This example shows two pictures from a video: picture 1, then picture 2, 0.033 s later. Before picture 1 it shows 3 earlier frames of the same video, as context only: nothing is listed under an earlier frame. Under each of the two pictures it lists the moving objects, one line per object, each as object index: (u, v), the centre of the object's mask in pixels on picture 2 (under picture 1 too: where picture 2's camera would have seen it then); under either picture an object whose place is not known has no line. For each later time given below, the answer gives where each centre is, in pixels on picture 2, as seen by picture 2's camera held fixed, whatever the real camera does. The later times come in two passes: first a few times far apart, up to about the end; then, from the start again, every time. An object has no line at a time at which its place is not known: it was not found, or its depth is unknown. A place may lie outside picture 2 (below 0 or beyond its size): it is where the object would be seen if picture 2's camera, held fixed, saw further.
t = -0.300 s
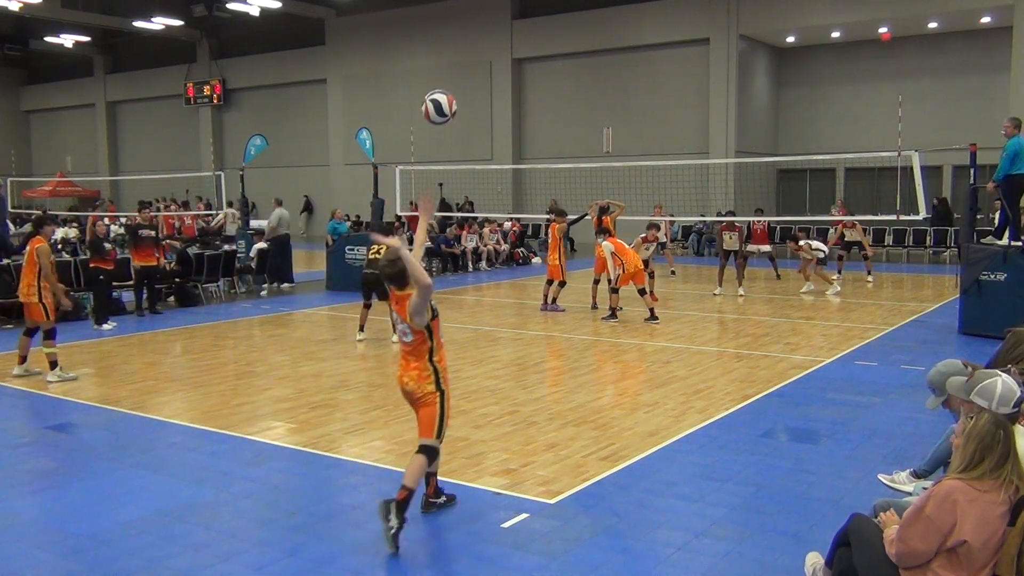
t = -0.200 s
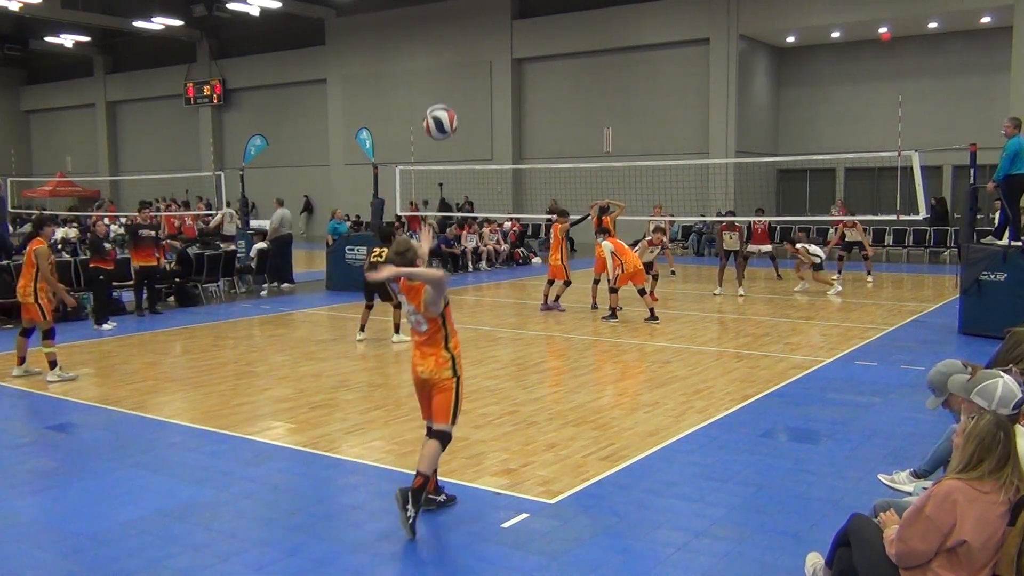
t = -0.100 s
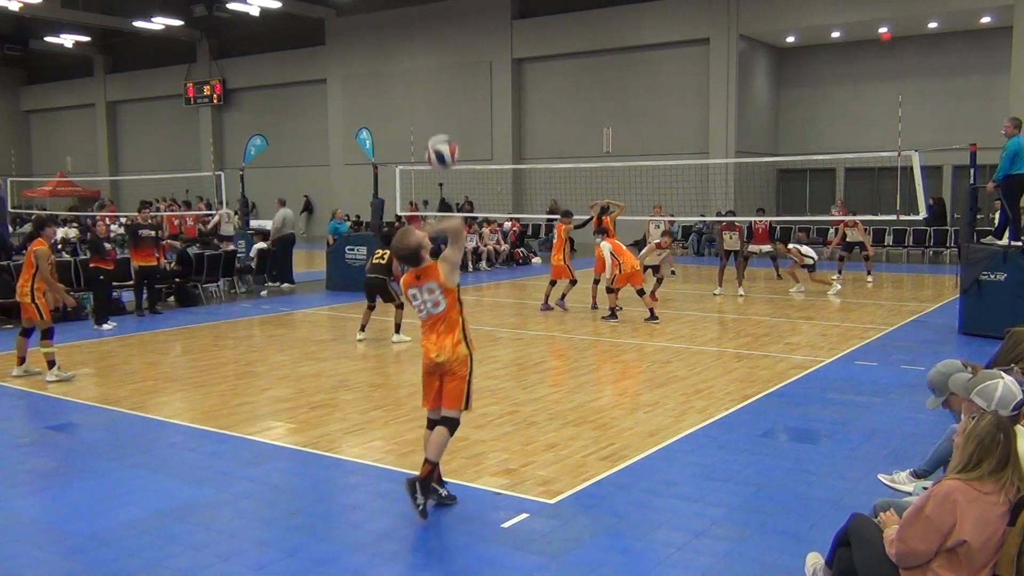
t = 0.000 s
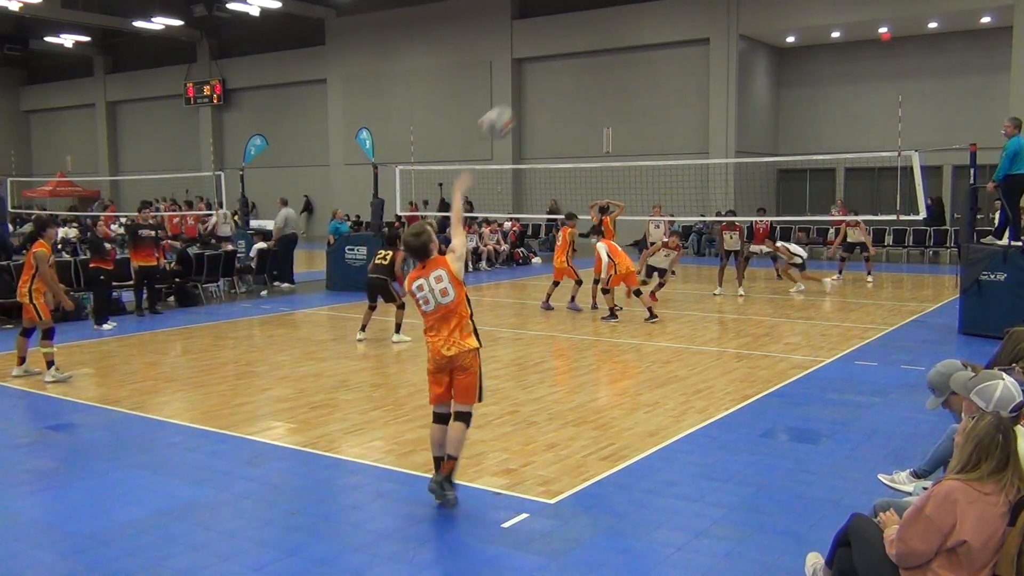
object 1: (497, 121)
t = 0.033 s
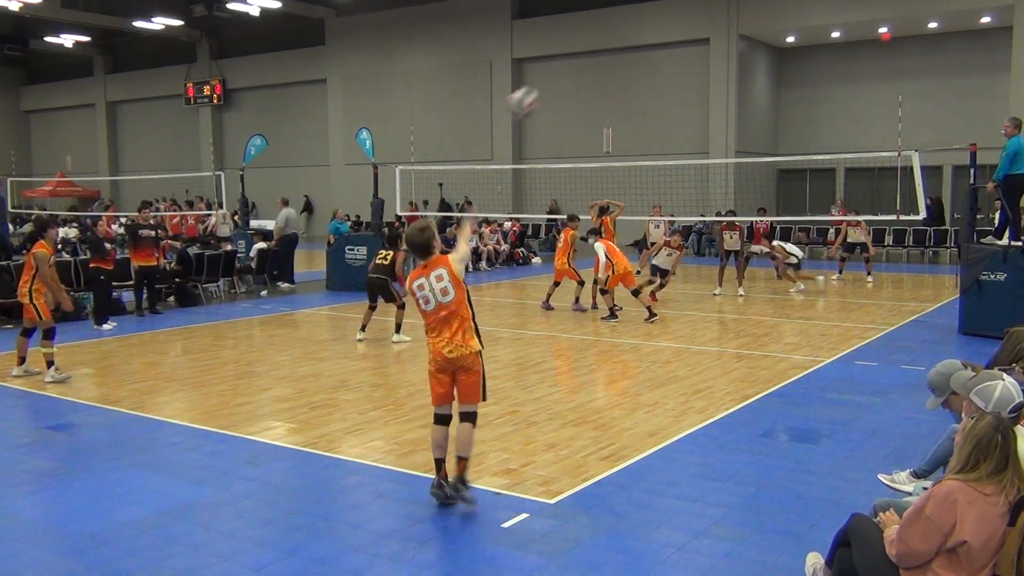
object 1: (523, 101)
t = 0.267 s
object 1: (639, 40)
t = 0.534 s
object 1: (706, 56)
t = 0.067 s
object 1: (546, 85)
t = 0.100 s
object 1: (565, 71)
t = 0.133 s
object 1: (583, 60)
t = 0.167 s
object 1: (599, 53)
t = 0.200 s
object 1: (614, 46)
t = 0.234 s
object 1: (627, 42)
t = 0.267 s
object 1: (639, 40)
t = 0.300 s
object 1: (650, 38)
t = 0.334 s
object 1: (661, 38)
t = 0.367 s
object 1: (670, 39)
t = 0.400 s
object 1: (679, 42)
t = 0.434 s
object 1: (686, 44)
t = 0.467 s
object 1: (693, 47)
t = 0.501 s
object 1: (700, 51)
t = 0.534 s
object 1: (706, 56)
